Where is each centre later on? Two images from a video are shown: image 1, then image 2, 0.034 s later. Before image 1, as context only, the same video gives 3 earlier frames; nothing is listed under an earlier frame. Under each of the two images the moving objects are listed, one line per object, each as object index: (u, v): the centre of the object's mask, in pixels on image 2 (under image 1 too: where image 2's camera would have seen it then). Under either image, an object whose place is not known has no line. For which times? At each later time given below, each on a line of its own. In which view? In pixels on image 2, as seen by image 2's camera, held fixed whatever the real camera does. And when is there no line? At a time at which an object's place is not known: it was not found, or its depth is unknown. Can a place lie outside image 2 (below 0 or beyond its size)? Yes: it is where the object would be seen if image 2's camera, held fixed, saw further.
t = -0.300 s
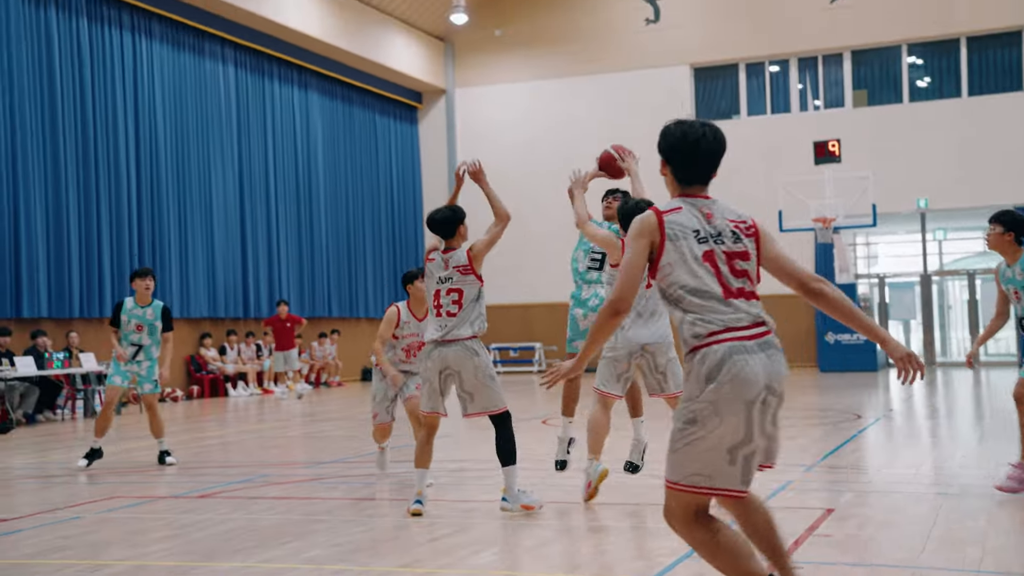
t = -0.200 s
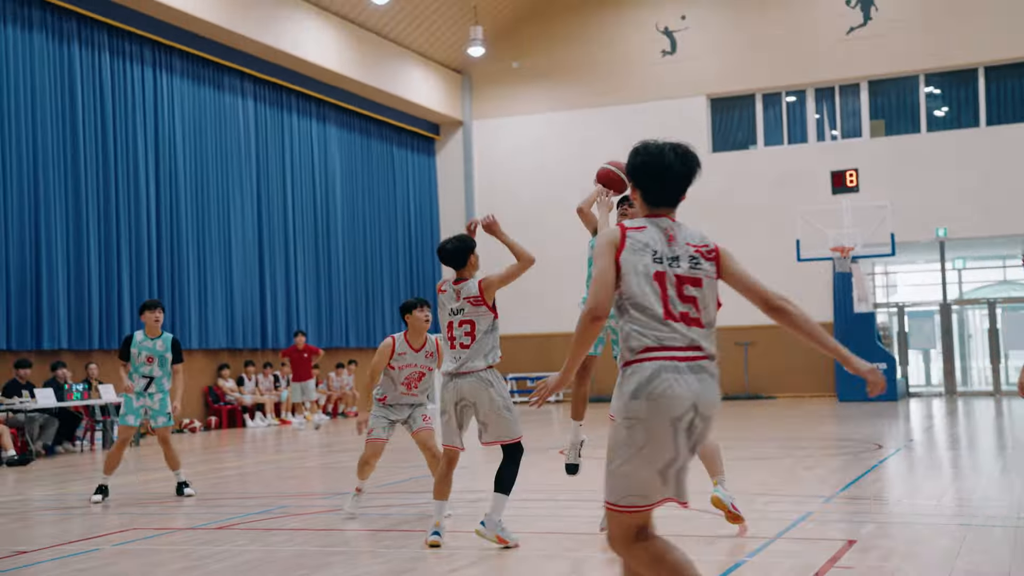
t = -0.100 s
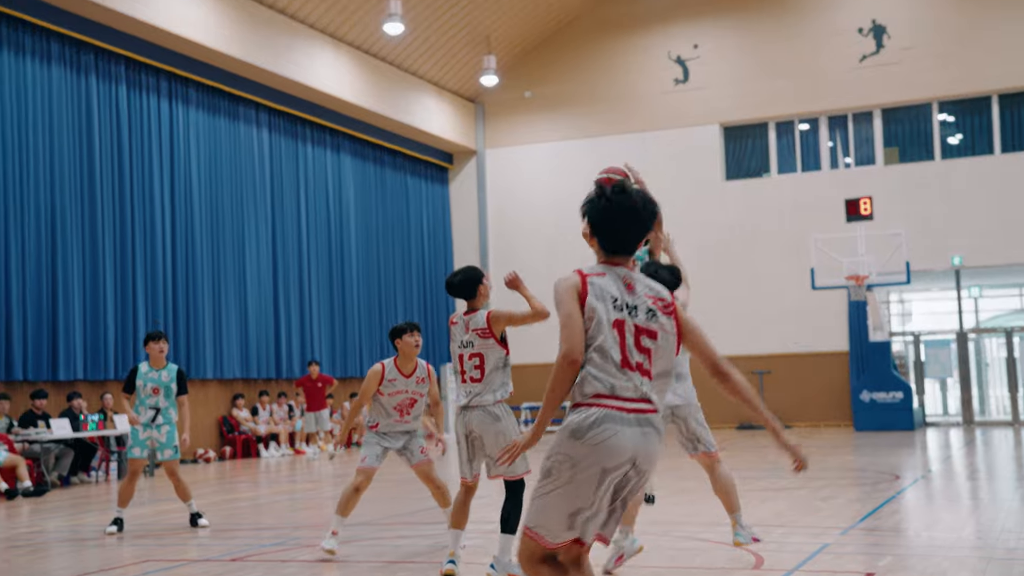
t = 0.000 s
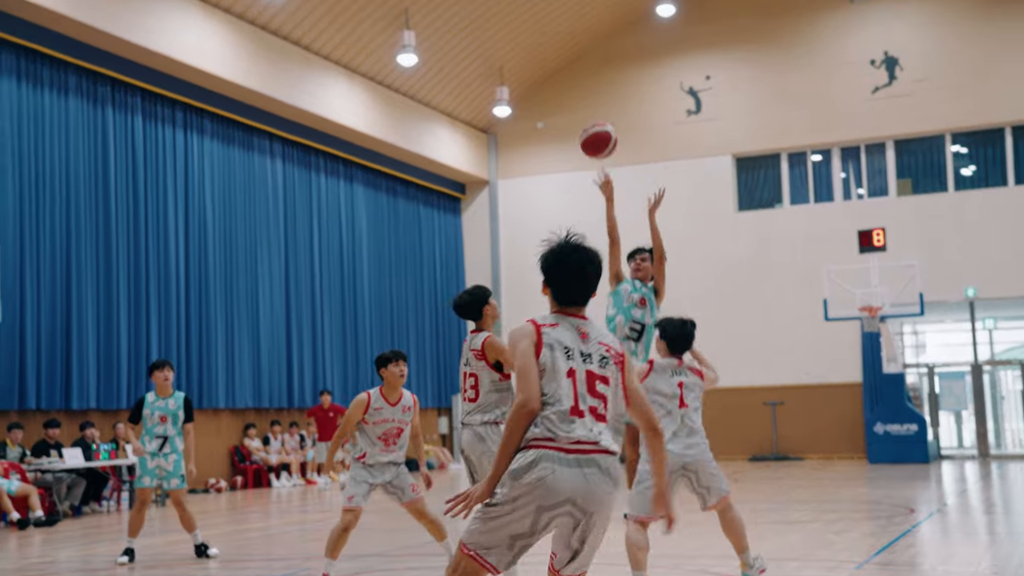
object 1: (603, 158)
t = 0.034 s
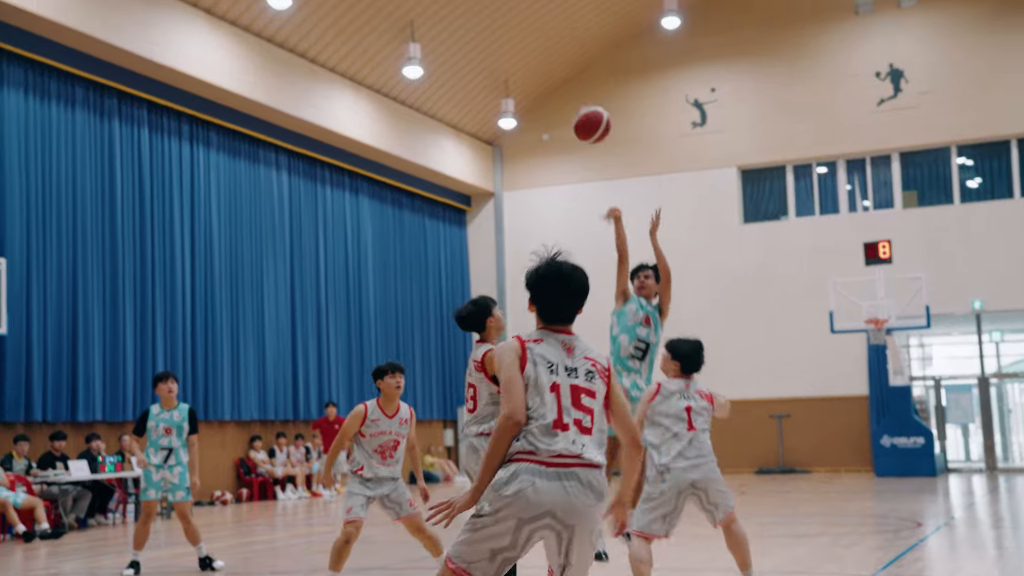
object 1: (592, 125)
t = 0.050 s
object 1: (585, 110)
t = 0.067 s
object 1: (578, 96)
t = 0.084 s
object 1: (572, 84)
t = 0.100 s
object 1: (566, 71)
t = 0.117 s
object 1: (560, 59)
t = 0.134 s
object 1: (554, 46)
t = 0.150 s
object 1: (548, 34)
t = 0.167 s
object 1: (542, 22)
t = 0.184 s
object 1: (536, 9)
